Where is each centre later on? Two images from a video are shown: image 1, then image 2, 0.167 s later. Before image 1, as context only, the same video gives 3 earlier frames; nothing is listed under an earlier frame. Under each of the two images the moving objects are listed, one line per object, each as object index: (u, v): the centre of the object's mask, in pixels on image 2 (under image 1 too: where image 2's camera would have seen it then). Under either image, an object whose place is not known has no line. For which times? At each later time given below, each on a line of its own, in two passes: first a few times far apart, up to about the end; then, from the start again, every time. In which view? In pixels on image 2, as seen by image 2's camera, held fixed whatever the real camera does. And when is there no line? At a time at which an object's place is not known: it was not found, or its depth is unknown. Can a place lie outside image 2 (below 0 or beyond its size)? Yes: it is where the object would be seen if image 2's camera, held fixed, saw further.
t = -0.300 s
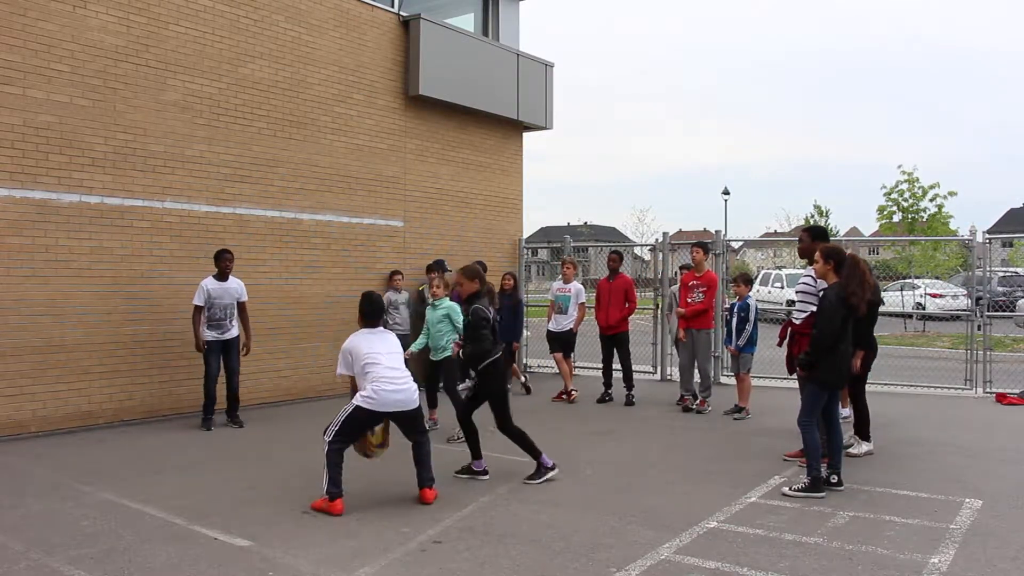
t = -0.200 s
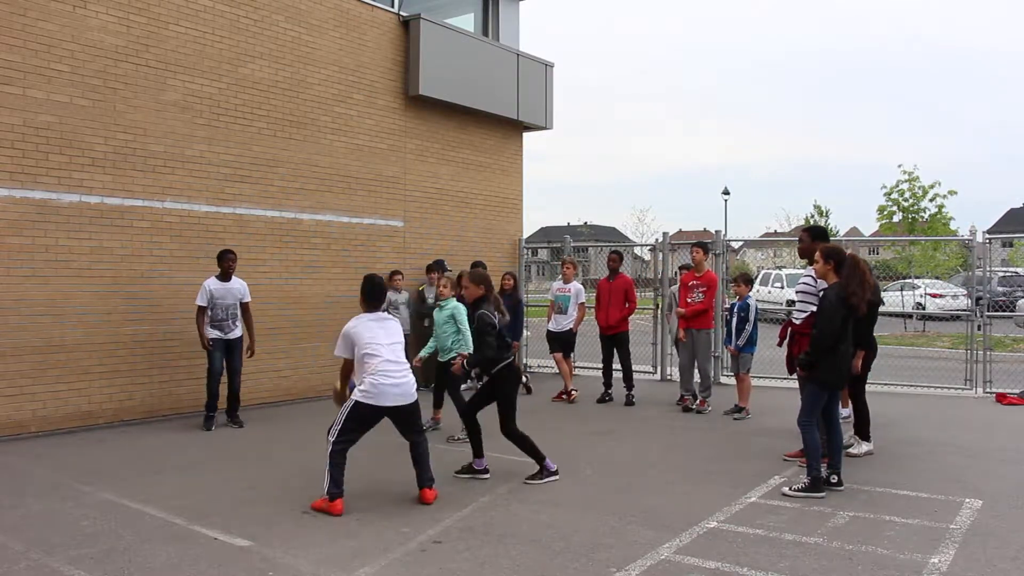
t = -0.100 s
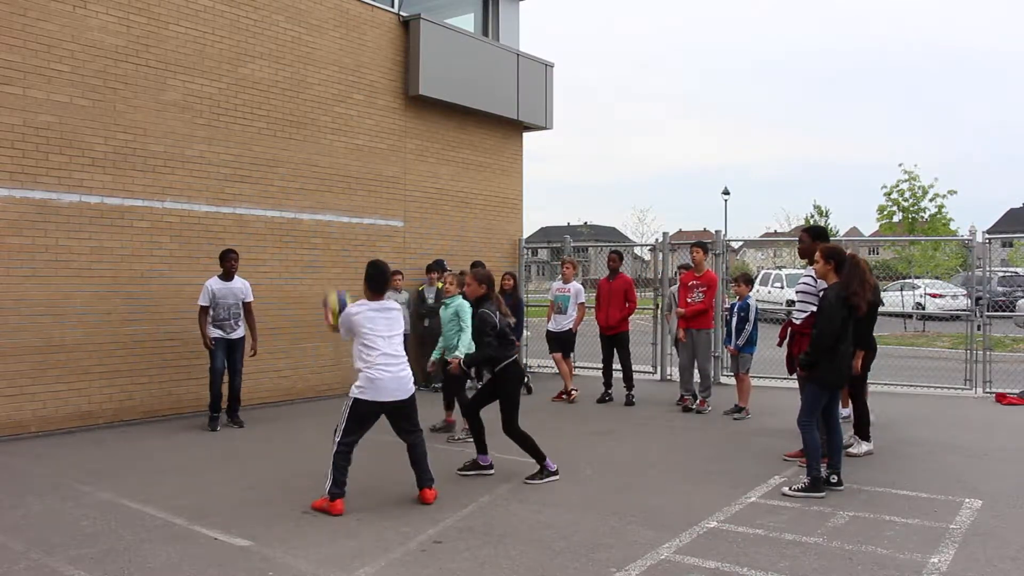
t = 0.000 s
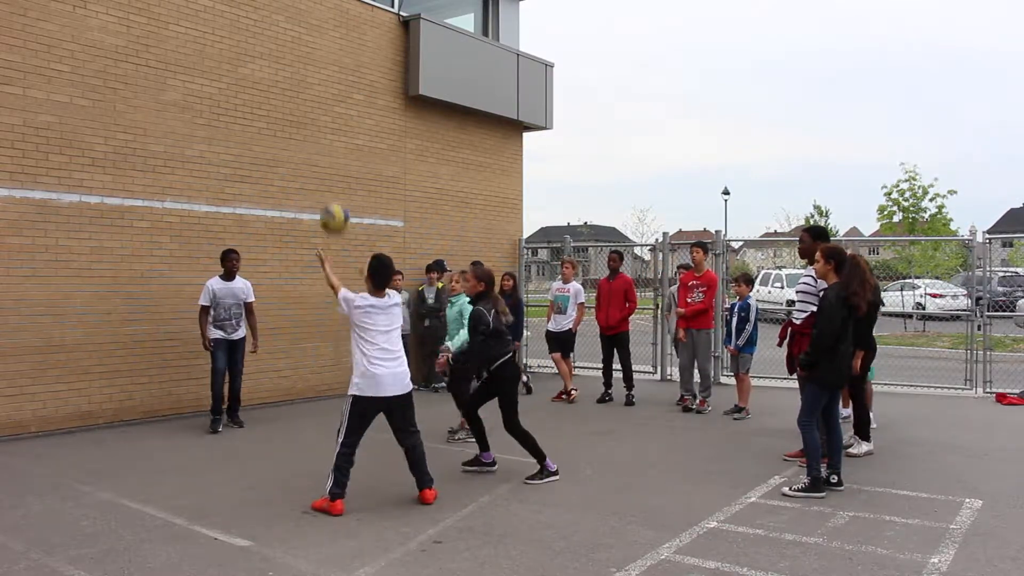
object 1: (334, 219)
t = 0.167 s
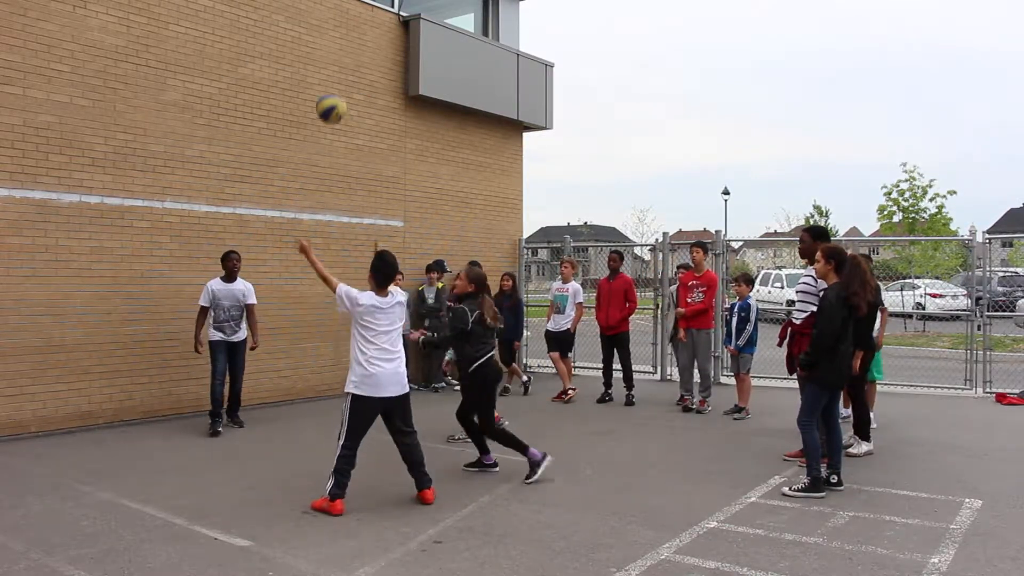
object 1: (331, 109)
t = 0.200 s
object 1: (330, 92)
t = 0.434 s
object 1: (322, 22)
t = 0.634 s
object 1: (315, 21)
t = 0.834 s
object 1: (306, 71)
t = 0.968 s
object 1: (299, 133)
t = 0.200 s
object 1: (330, 92)
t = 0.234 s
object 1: (329, 76)
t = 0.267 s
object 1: (328, 64)
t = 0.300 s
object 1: (327, 52)
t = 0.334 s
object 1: (326, 42)
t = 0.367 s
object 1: (325, 34)
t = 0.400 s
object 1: (323, 27)
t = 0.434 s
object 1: (322, 22)
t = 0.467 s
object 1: (321, 17)
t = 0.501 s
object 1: (320, 15)
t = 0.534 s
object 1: (319, 15)
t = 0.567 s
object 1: (318, 15)
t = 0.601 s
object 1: (317, 17)
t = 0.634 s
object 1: (315, 21)
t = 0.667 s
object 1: (313, 26)
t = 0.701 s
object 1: (312, 32)
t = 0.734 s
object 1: (310, 39)
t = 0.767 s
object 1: (309, 49)
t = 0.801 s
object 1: (308, 59)
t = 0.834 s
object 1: (306, 71)
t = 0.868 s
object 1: (304, 84)
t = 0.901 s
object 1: (302, 99)
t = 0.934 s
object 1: (301, 115)
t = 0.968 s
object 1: (299, 133)
